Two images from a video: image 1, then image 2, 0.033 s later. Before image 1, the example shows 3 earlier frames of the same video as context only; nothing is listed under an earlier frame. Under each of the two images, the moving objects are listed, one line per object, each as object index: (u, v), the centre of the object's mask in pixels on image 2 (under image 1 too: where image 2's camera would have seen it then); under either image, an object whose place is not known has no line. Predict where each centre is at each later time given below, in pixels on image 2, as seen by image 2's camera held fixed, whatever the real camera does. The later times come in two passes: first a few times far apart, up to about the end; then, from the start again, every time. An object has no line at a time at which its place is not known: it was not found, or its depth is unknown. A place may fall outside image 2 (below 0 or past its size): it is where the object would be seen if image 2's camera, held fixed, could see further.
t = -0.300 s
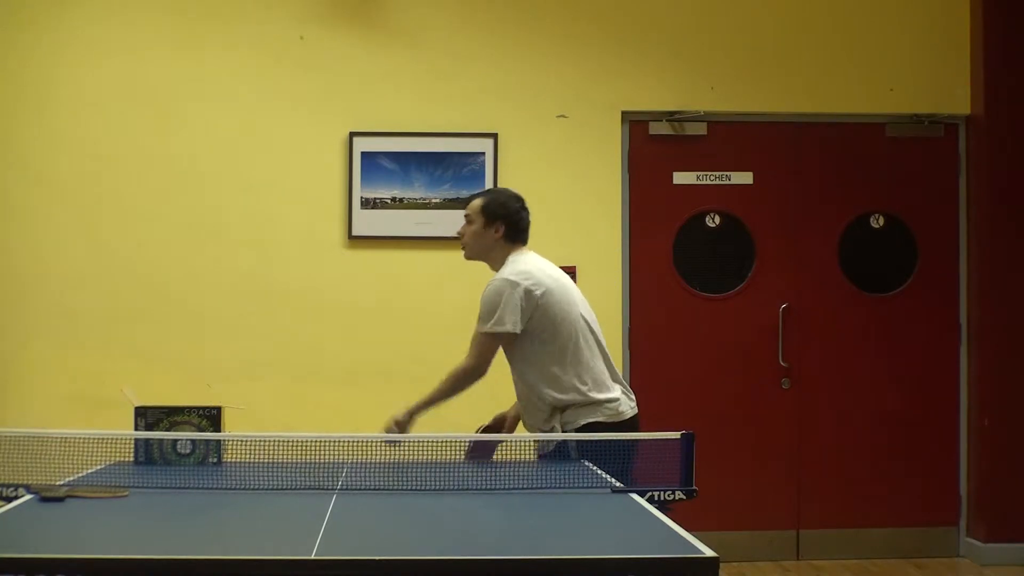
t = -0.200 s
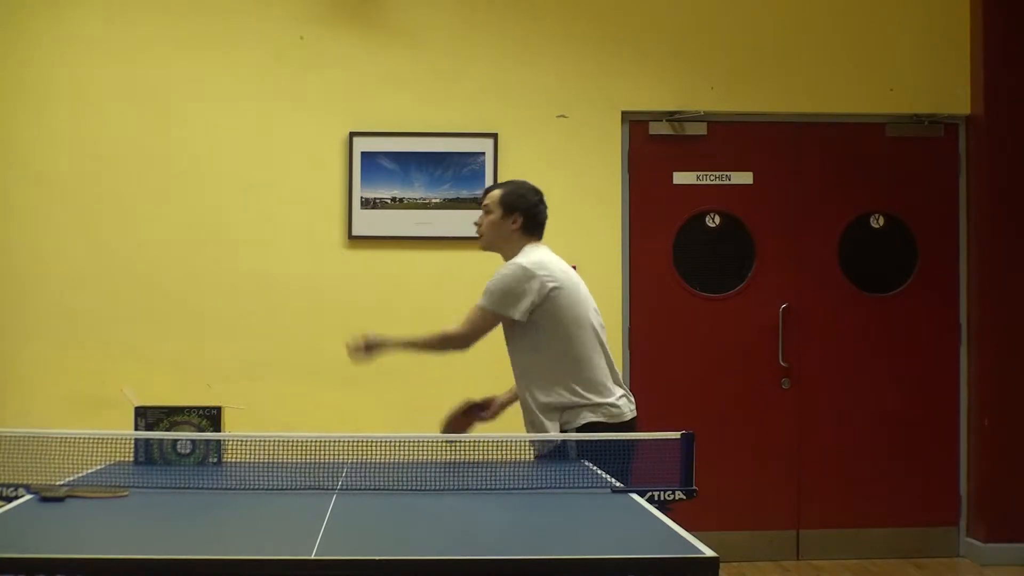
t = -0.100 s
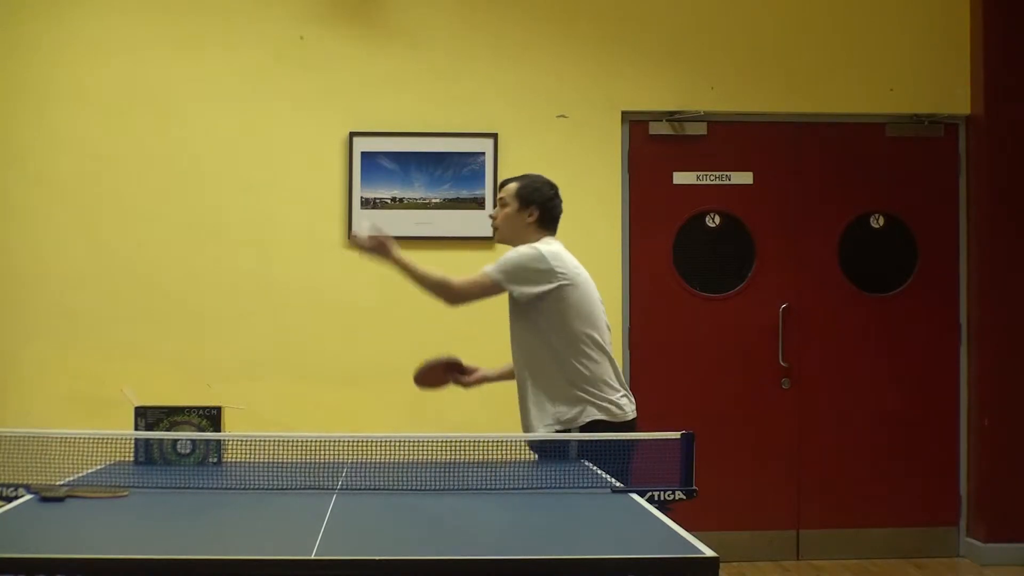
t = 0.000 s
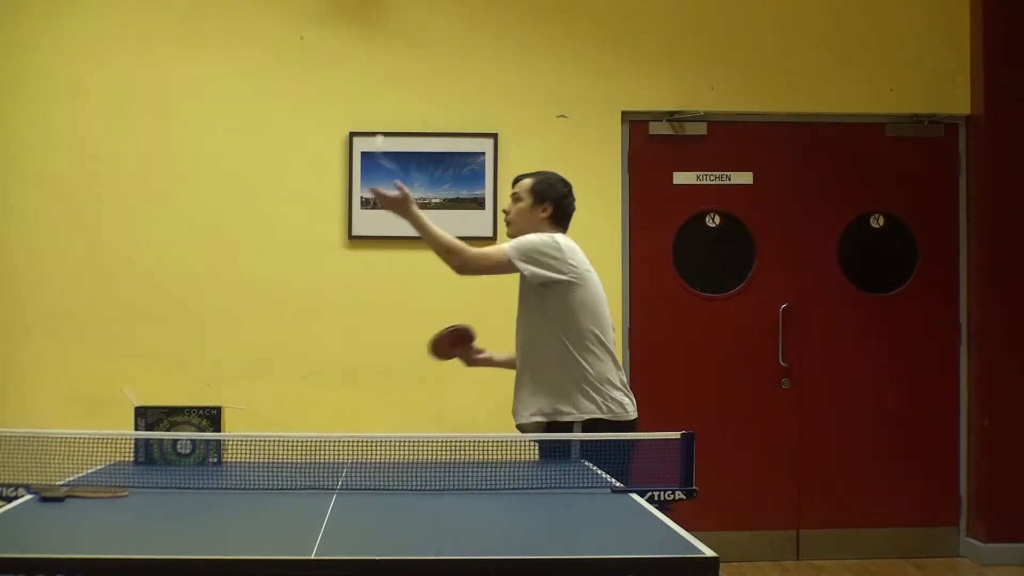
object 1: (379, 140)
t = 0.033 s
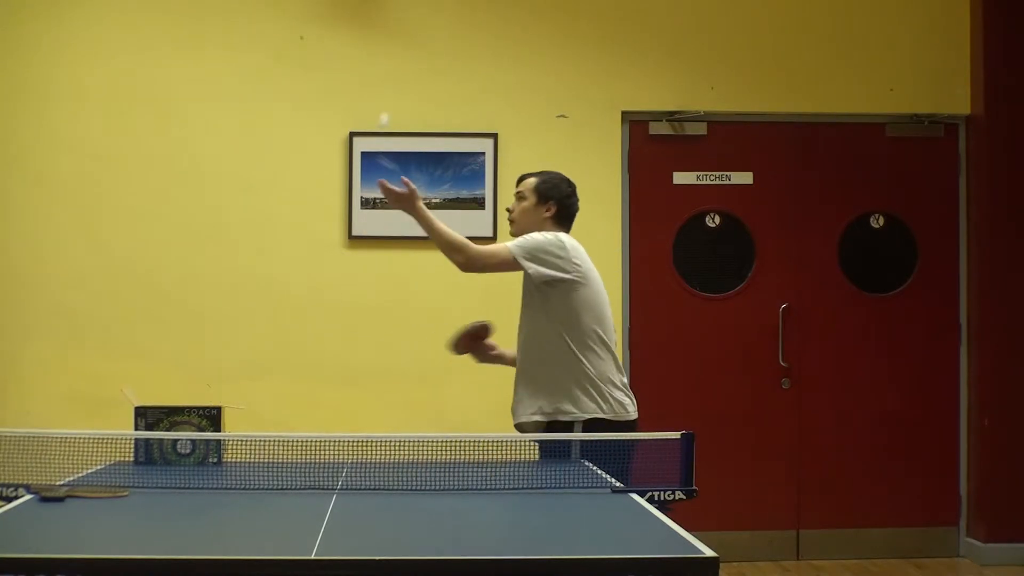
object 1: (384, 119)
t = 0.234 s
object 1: (411, 60)
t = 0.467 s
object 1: (441, 131)
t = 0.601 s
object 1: (457, 238)
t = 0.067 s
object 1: (388, 102)
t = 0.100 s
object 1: (393, 87)
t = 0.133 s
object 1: (398, 75)
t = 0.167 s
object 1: (402, 67)
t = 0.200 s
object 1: (407, 62)
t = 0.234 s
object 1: (411, 60)
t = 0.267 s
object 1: (415, 61)
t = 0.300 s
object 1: (420, 65)
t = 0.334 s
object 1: (424, 72)
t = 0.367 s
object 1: (429, 82)
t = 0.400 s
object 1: (433, 95)
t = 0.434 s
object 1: (437, 111)
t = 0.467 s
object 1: (441, 131)
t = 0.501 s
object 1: (445, 156)
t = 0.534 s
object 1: (449, 179)
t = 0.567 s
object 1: (452, 206)
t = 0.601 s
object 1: (457, 238)
